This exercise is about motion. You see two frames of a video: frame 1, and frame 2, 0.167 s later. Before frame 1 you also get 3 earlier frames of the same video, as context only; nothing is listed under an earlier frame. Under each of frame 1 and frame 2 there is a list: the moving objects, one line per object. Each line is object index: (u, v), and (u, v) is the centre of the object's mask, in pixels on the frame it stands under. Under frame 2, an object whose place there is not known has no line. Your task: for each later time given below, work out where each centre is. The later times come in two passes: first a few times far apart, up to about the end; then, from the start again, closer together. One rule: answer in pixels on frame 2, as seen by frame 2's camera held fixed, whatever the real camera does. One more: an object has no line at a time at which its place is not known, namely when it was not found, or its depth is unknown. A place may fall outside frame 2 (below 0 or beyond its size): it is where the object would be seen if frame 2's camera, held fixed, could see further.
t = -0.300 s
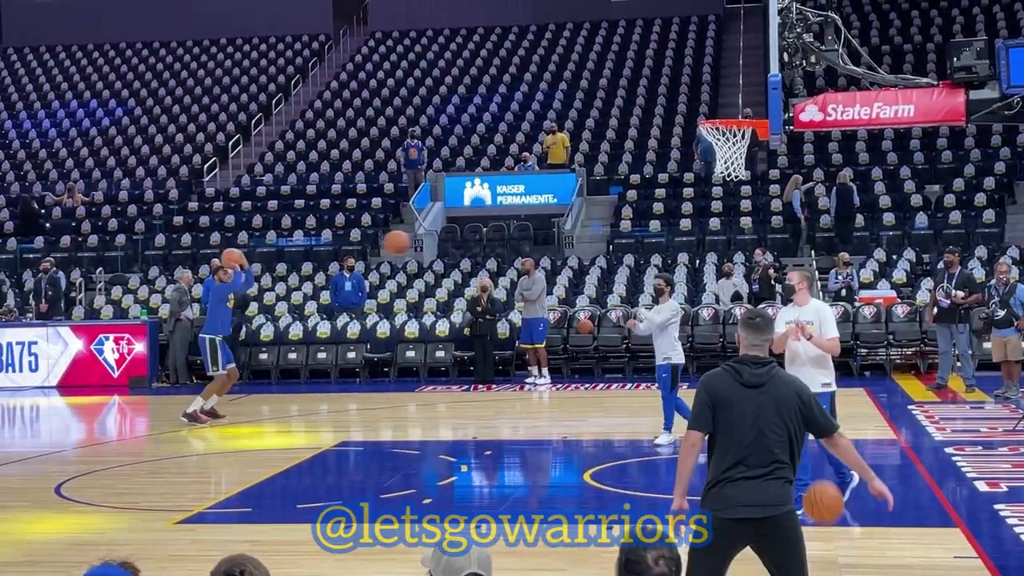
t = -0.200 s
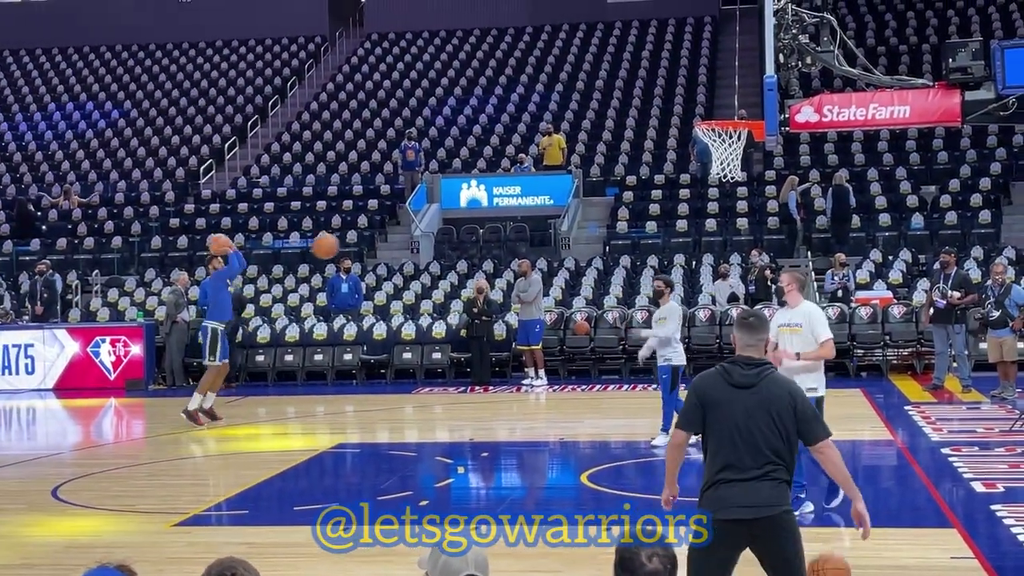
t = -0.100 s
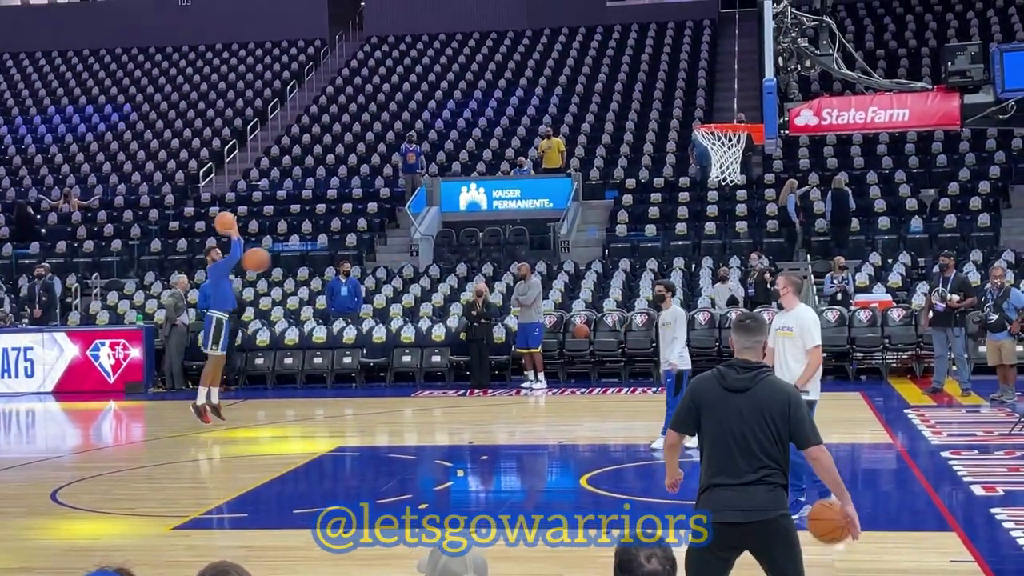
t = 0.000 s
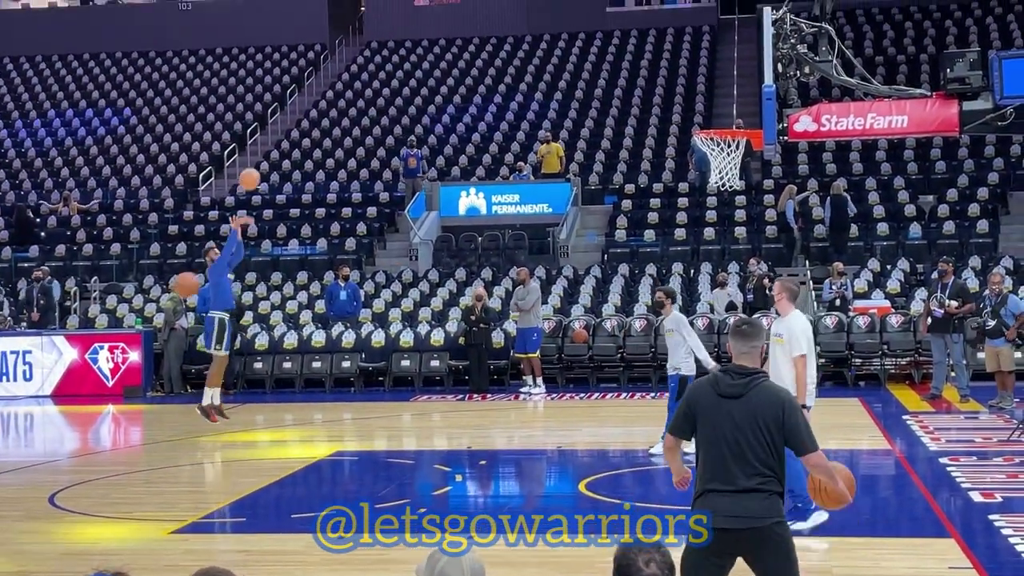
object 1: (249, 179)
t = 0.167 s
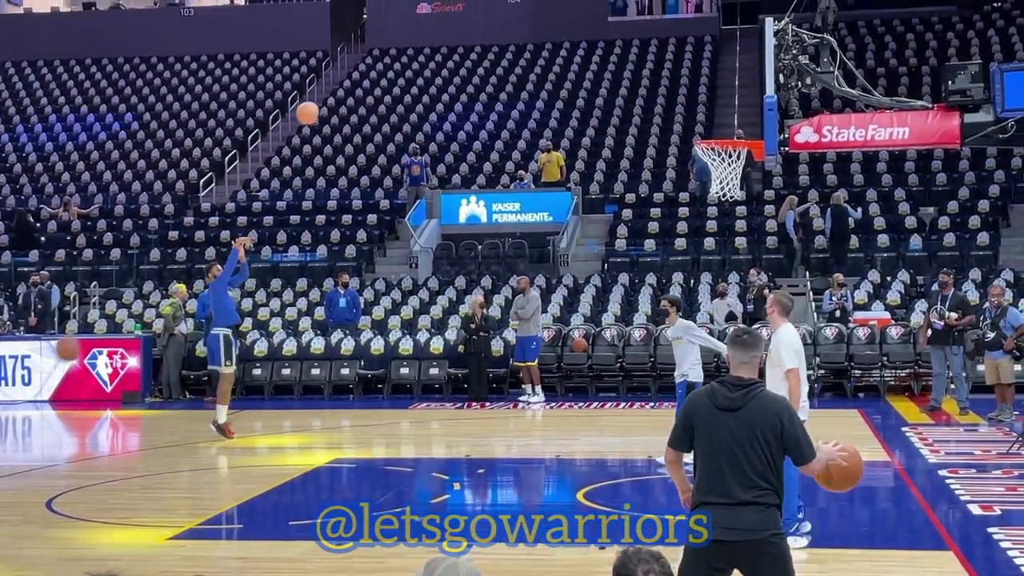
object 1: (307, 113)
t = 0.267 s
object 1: (344, 78)
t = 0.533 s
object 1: (448, 23)
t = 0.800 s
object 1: (567, 32)
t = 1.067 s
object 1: (703, 119)
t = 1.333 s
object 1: (687, 100)
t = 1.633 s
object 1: (597, 113)
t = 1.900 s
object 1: (518, 214)
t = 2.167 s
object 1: (443, 398)
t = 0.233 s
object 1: (331, 89)
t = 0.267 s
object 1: (344, 78)
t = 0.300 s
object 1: (356, 68)
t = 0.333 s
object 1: (368, 59)
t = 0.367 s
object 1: (381, 50)
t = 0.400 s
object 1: (394, 43)
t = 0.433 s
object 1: (407, 36)
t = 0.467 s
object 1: (420, 31)
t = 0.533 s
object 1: (448, 23)
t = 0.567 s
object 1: (462, 20)
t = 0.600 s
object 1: (476, 19)
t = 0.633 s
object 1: (491, 18)
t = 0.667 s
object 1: (505, 19)
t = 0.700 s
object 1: (520, 20)
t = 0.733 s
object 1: (536, 23)
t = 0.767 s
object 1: (551, 27)
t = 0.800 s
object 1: (567, 32)
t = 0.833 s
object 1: (583, 38)
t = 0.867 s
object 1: (600, 46)
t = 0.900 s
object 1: (616, 55)
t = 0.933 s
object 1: (633, 65)
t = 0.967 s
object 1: (650, 76)
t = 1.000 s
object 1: (667, 89)
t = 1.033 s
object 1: (685, 103)
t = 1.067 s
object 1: (703, 119)
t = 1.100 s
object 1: (720, 130)
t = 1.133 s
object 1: (729, 131)
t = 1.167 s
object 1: (736, 131)
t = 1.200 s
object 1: (726, 125)
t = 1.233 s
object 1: (716, 117)
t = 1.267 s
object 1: (707, 110)
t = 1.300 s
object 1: (697, 104)
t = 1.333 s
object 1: (687, 100)
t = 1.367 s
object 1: (677, 96)
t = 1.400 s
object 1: (667, 94)
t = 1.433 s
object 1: (657, 92)
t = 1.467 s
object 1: (647, 93)
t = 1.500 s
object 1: (638, 94)
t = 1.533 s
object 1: (627, 97)
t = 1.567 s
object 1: (618, 101)
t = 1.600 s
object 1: (607, 106)
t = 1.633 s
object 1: (597, 113)
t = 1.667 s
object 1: (588, 121)
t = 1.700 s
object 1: (577, 130)
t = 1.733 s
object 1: (567, 140)
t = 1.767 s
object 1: (558, 152)
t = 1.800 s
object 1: (547, 166)
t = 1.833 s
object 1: (538, 179)
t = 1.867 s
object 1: (528, 195)
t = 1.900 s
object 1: (518, 214)
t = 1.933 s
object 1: (508, 234)
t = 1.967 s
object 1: (499, 252)
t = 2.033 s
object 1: (480, 294)
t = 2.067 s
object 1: (470, 320)
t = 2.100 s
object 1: (460, 345)
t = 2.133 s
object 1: (451, 372)
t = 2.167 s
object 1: (443, 398)
